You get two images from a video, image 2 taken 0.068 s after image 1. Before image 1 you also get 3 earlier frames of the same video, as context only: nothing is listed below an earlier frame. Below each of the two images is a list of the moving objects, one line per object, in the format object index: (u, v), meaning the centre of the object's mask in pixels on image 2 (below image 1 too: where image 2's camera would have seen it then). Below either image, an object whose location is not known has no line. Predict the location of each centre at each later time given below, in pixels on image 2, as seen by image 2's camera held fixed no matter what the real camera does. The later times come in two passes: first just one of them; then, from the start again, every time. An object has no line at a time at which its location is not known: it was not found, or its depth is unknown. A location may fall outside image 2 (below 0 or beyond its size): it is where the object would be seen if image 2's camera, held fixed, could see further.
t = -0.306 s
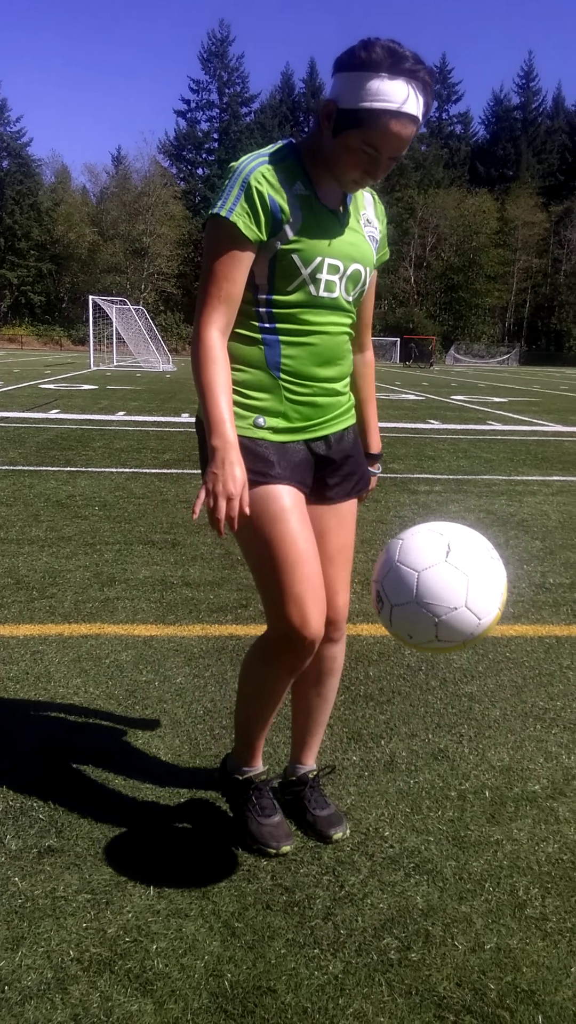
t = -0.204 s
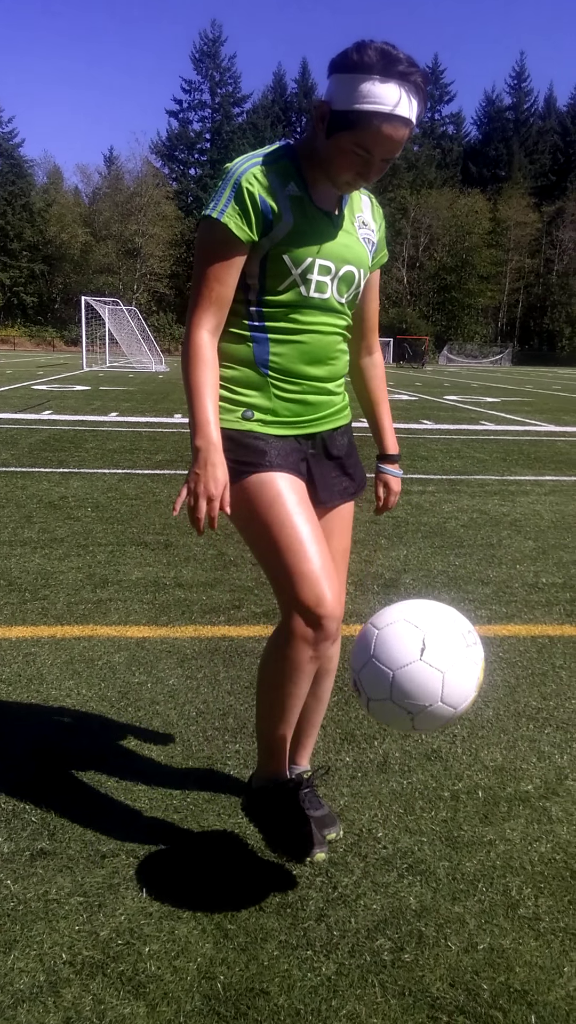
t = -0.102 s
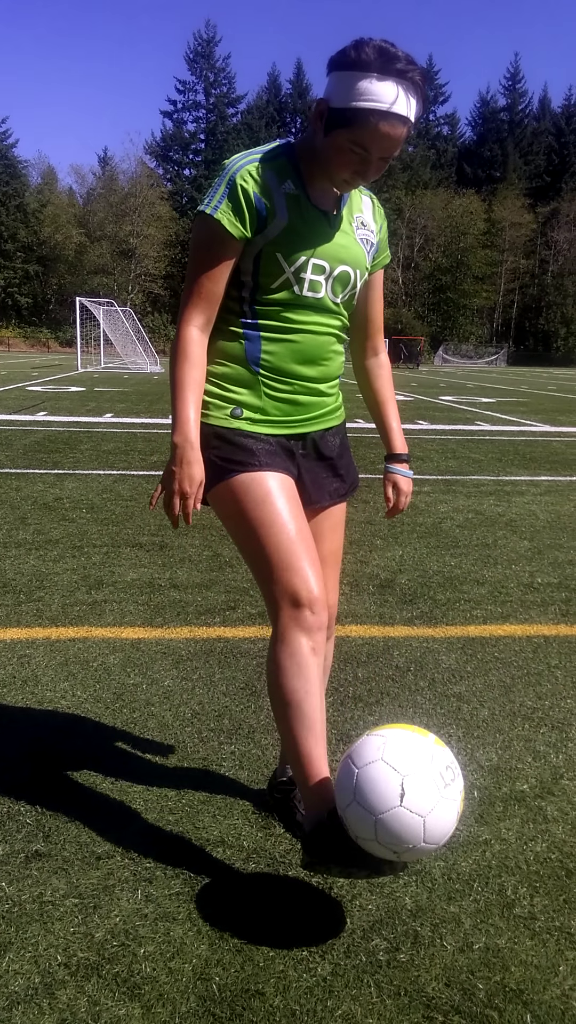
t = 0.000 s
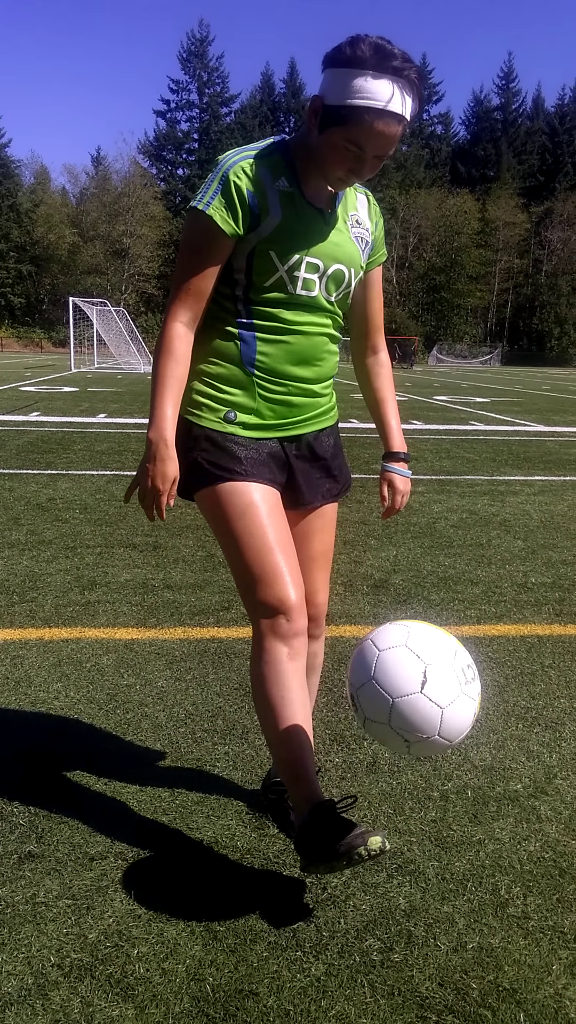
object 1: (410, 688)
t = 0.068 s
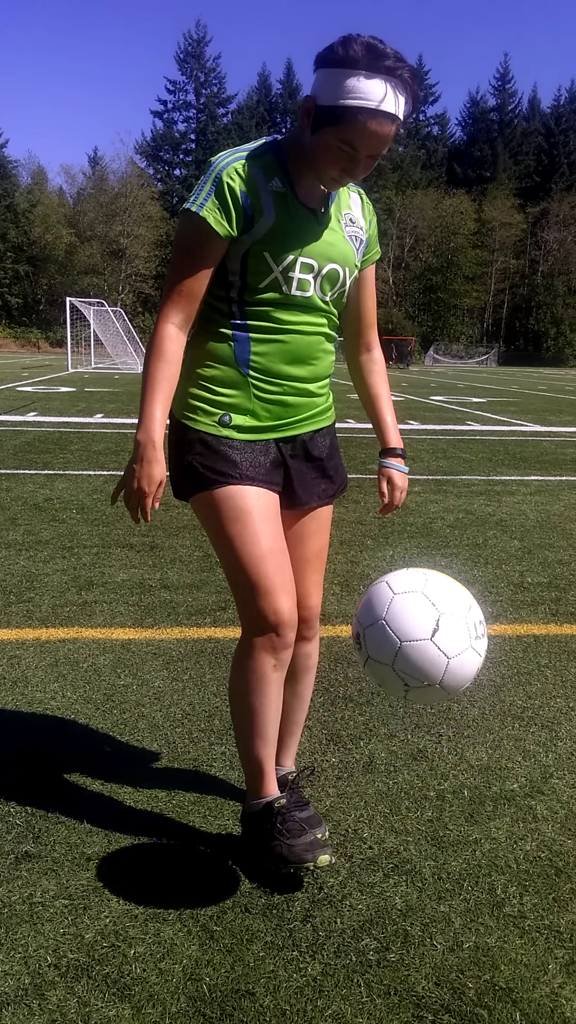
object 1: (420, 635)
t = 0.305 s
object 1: (444, 650)
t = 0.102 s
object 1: (424, 619)
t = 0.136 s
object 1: (428, 608)
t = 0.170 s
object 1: (432, 603)
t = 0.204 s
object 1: (436, 605)
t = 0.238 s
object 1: (439, 614)
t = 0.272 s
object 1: (442, 629)
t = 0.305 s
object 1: (444, 650)
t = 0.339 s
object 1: (446, 677)
